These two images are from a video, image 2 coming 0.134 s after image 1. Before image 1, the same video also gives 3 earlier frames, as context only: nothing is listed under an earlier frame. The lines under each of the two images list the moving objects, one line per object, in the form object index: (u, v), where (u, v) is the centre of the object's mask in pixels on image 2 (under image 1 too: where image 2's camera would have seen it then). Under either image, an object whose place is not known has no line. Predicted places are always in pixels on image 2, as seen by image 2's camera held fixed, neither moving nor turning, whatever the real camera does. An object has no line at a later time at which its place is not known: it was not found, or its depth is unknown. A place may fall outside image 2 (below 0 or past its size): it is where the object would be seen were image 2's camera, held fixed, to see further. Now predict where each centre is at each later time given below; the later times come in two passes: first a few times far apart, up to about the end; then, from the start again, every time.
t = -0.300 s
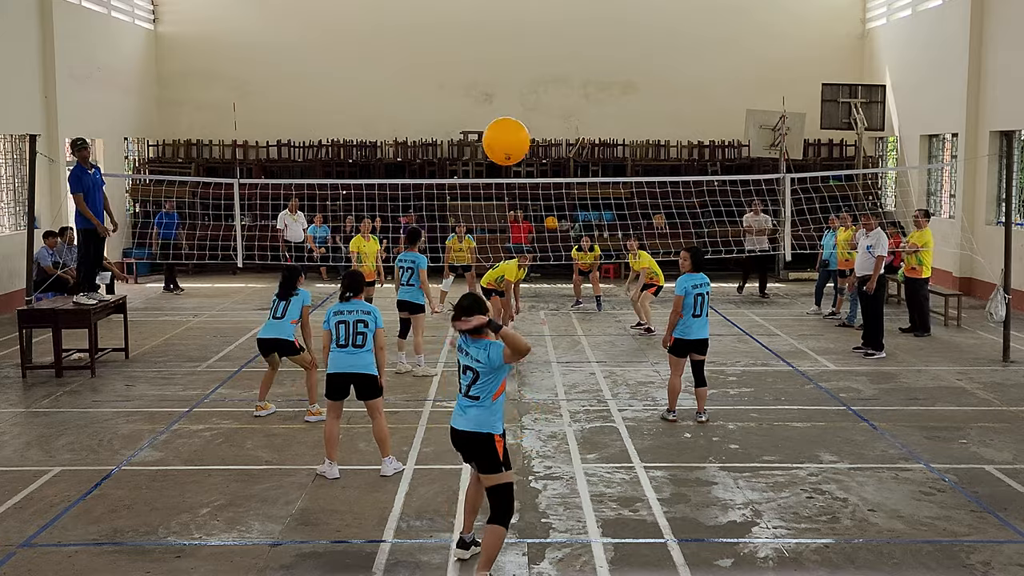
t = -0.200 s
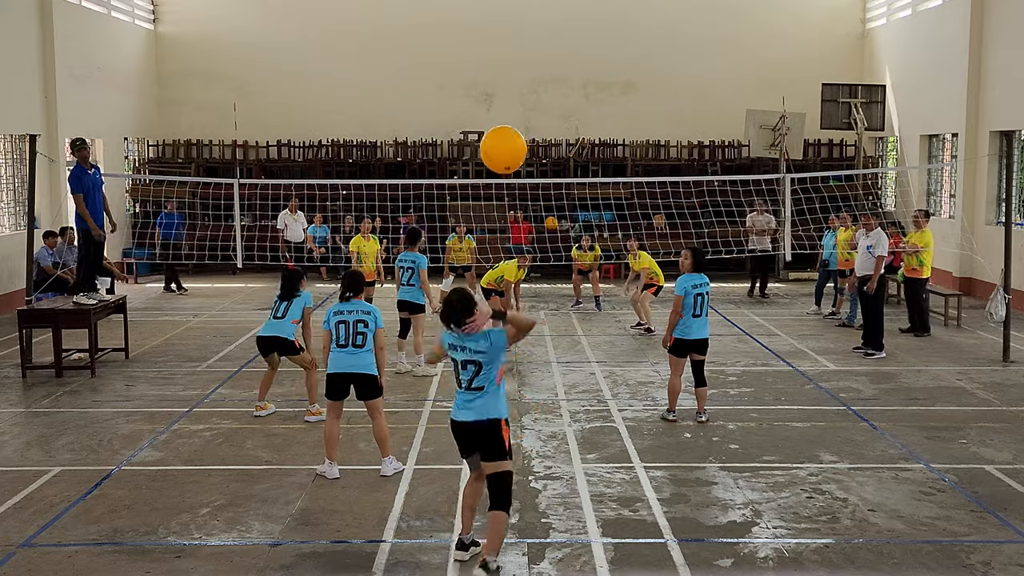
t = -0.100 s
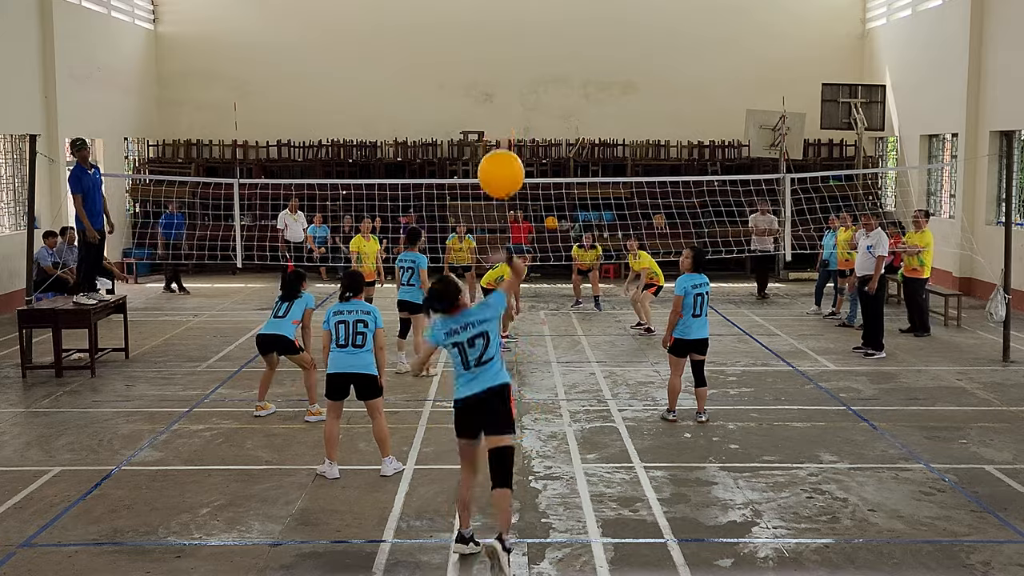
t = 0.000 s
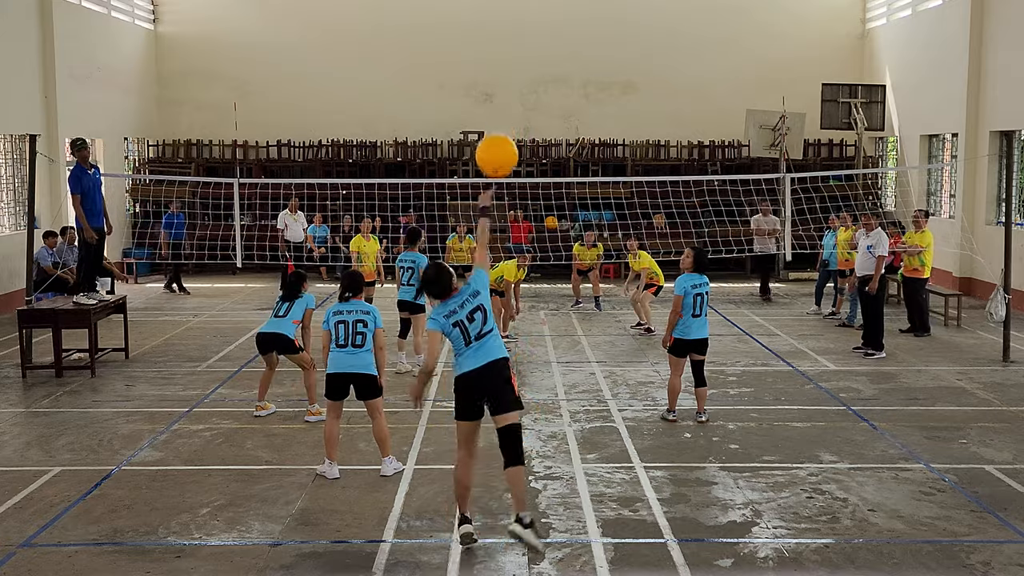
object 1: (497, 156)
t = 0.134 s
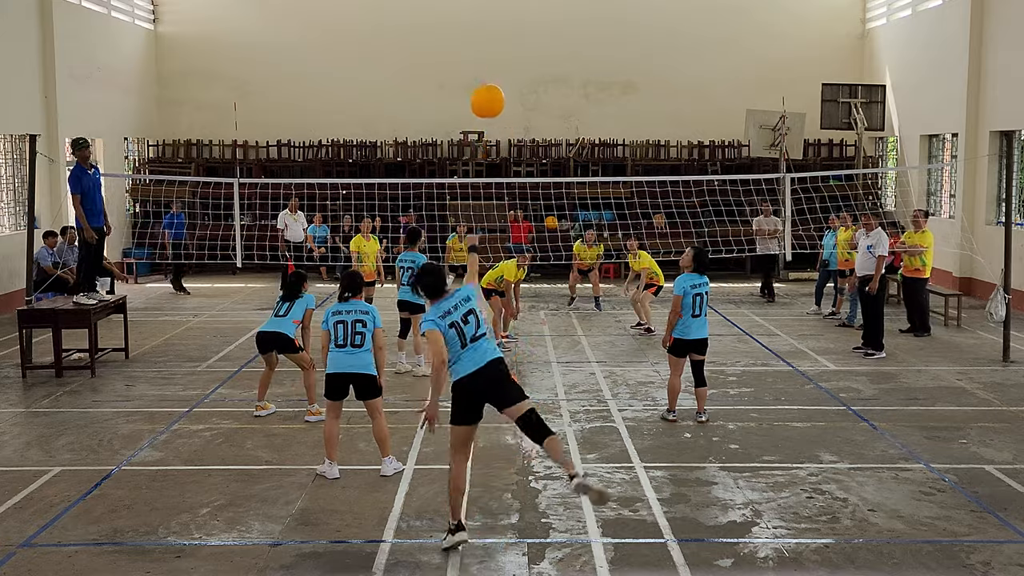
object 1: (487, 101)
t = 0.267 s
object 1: (476, 75)
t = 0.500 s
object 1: (470, 73)
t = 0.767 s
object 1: (466, 125)
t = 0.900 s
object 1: (461, 162)
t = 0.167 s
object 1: (483, 93)
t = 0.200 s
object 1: (480, 86)
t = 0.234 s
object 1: (478, 79)
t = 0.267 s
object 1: (476, 75)
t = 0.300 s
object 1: (475, 71)
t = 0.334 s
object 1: (473, 69)
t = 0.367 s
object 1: (472, 68)
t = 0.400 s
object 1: (472, 67)
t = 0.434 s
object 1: (471, 68)
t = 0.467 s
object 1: (471, 70)
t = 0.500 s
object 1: (470, 73)
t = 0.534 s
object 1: (470, 77)
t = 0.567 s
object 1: (470, 82)
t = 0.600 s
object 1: (469, 87)
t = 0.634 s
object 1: (469, 93)
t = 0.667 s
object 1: (469, 101)
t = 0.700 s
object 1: (468, 108)
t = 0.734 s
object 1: (467, 115)
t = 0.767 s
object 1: (466, 125)
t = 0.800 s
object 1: (465, 134)
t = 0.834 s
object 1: (464, 143)
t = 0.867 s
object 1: (462, 152)
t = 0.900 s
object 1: (461, 162)
